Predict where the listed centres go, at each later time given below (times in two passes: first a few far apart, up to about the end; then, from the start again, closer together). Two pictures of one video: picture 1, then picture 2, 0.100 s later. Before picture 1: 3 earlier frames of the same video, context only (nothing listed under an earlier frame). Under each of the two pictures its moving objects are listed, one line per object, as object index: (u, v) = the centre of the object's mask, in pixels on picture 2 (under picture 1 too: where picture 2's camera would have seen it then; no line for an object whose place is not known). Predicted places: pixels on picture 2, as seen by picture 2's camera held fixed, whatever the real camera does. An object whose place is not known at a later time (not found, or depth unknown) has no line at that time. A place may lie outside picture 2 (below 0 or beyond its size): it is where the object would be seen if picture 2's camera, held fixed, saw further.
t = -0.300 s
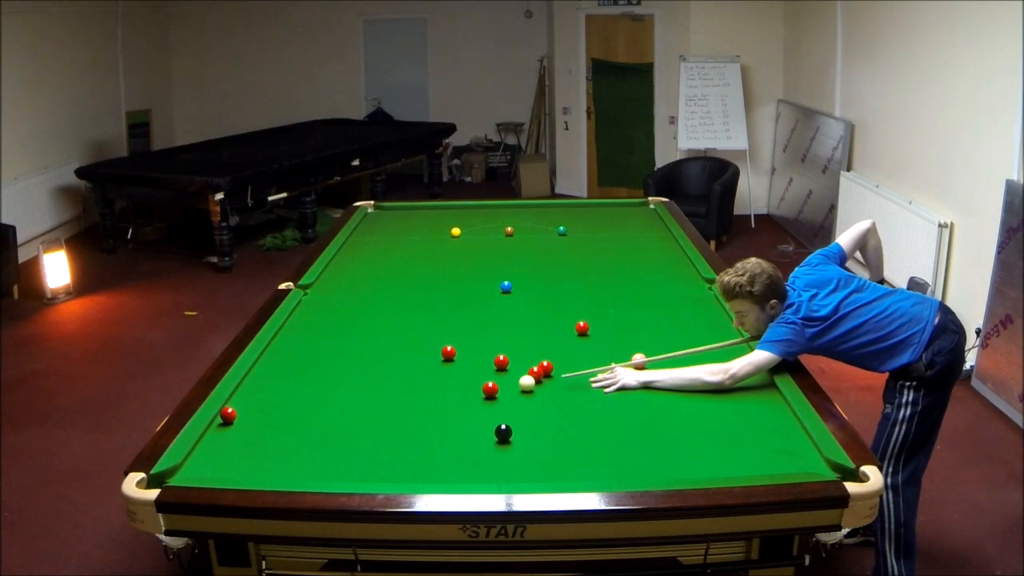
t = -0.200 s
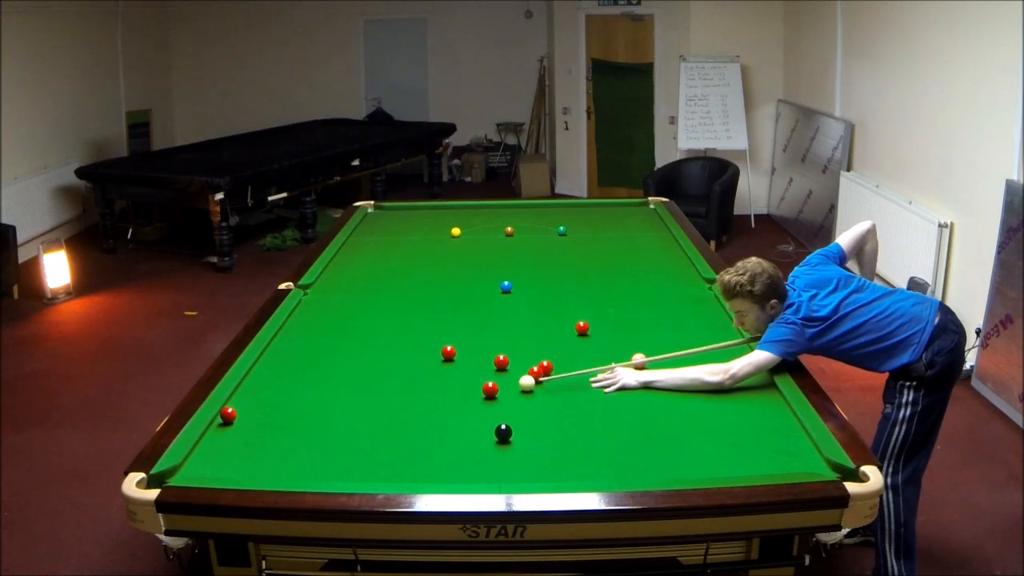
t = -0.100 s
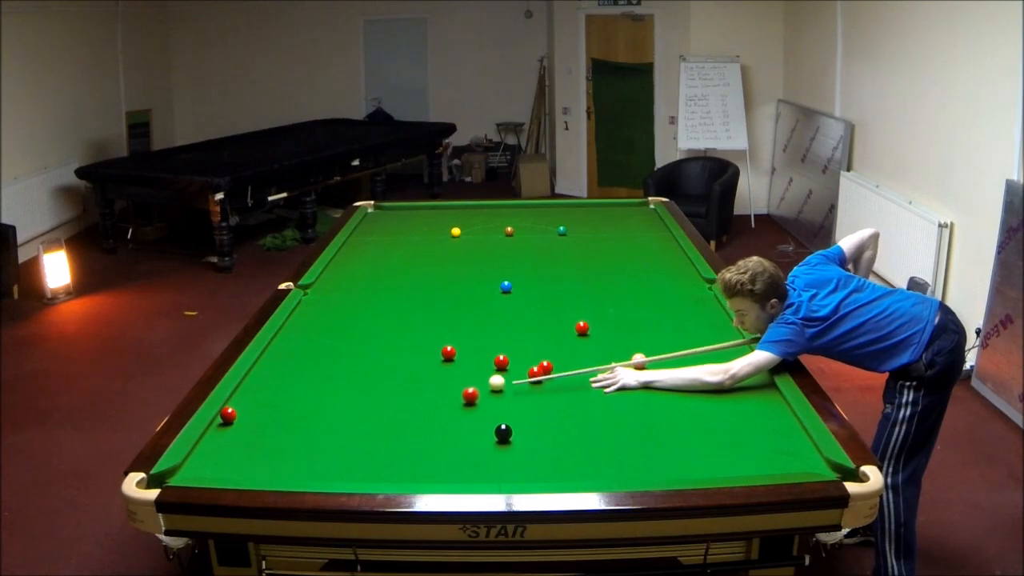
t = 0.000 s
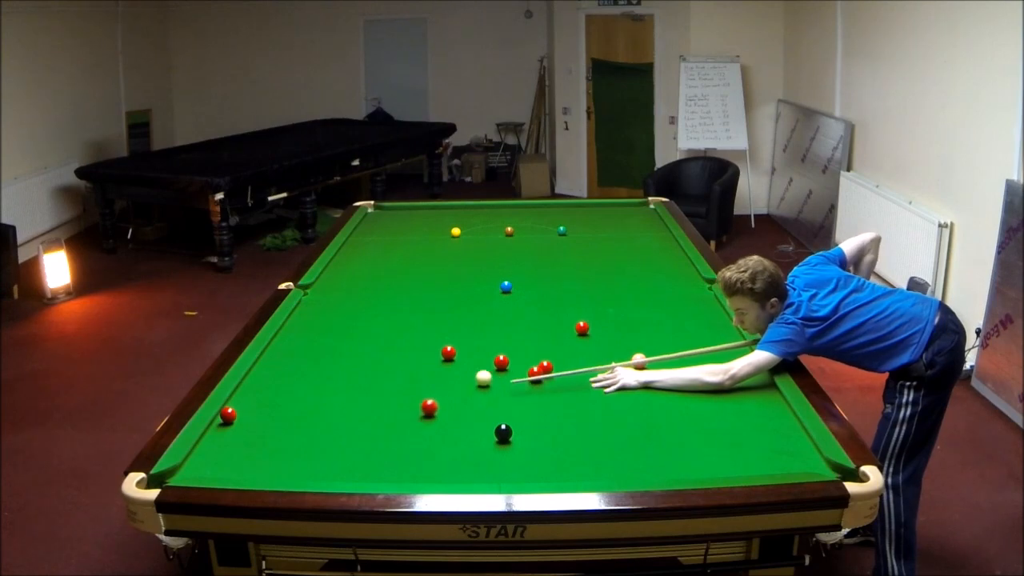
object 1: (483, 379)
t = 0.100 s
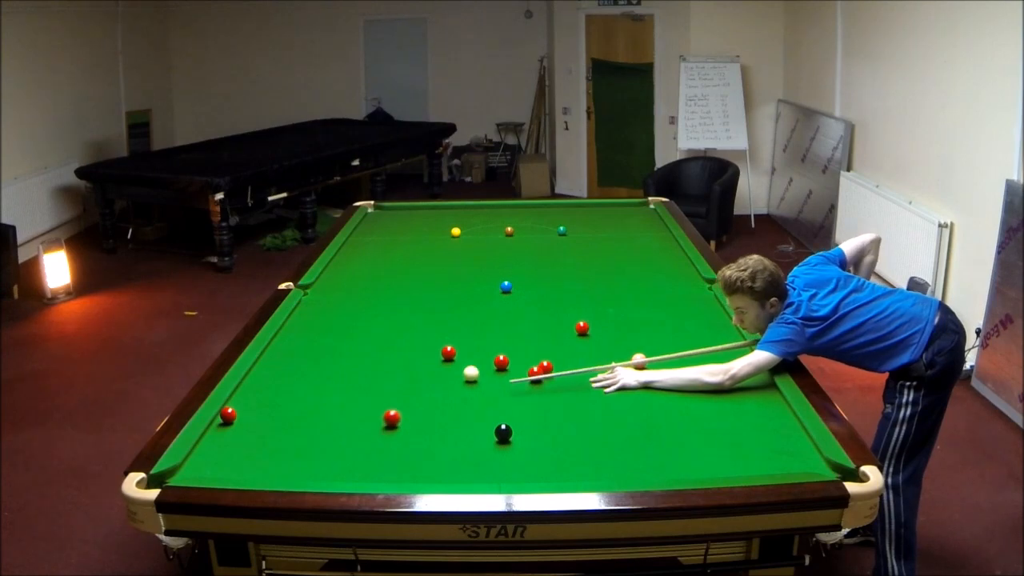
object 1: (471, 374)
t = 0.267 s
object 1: (451, 367)
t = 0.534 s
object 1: (420, 356)
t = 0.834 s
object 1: (390, 346)
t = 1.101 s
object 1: (366, 338)
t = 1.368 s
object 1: (345, 330)
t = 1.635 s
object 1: (325, 323)
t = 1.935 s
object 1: (305, 316)
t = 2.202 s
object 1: (303, 311)
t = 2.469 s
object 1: (318, 306)
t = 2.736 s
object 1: (331, 302)
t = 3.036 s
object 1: (345, 298)
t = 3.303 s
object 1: (356, 295)
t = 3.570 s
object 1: (365, 292)
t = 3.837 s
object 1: (374, 290)
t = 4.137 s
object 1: (382, 288)
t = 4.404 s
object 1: (388, 286)
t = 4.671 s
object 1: (393, 284)
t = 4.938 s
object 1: (397, 283)
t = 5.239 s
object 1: (401, 282)
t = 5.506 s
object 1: (403, 281)
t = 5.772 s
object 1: (404, 281)
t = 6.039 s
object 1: (405, 281)
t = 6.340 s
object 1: (405, 281)
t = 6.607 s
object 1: (405, 281)
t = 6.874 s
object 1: (405, 281)
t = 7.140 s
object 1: (405, 281)
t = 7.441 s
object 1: (405, 281)
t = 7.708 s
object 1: (405, 281)
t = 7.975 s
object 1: (405, 281)
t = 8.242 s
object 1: (405, 281)
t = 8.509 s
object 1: (405, 281)
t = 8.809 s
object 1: (405, 281)
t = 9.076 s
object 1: (405, 281)
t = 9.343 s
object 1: (405, 281)
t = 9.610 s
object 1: (405, 281)
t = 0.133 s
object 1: (467, 373)
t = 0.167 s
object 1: (463, 371)
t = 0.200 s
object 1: (459, 370)
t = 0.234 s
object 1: (455, 368)
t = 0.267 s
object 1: (451, 367)
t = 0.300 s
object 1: (447, 366)
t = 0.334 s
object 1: (443, 364)
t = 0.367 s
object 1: (439, 363)
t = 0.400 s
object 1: (434, 361)
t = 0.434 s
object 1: (430, 360)
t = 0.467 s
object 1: (427, 358)
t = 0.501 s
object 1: (423, 357)
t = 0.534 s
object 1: (420, 356)
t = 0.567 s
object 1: (417, 355)
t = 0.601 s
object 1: (413, 354)
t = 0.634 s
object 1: (410, 352)
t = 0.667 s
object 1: (406, 351)
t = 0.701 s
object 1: (403, 350)
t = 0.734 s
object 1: (400, 349)
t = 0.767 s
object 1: (397, 348)
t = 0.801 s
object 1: (393, 347)
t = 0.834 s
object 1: (390, 346)
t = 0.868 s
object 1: (387, 345)
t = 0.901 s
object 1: (384, 343)
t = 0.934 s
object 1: (381, 342)
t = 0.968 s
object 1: (378, 342)
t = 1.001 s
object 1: (375, 341)
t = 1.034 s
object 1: (372, 339)
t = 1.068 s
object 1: (369, 339)
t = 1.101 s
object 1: (366, 338)
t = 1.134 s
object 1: (364, 336)
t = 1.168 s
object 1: (361, 335)
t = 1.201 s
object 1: (358, 334)
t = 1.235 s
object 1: (355, 333)
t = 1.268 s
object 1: (353, 333)
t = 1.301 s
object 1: (350, 332)
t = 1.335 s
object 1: (347, 331)
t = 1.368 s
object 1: (345, 330)
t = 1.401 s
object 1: (342, 329)
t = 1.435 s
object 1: (340, 328)
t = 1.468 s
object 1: (337, 327)
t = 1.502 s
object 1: (335, 327)
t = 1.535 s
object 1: (332, 326)
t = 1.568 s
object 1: (330, 325)
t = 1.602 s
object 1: (327, 324)
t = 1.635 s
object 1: (325, 323)
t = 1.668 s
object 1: (323, 322)
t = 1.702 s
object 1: (320, 322)
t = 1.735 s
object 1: (318, 321)
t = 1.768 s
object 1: (316, 320)
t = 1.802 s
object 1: (314, 319)
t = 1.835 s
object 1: (311, 318)
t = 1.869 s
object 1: (309, 318)
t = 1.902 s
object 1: (307, 317)
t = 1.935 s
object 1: (305, 316)
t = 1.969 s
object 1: (303, 315)
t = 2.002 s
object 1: (301, 315)
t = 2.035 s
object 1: (299, 314)
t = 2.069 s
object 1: (297, 313)
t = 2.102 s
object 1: (297, 313)
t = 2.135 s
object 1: (299, 312)
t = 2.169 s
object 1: (301, 311)
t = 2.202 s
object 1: (303, 311)
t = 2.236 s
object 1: (305, 310)
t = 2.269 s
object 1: (307, 310)
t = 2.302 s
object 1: (309, 309)
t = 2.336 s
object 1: (311, 308)
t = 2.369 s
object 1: (313, 308)
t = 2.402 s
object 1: (314, 307)
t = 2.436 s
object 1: (316, 307)
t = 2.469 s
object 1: (318, 306)
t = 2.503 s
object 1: (320, 306)
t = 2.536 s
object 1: (321, 305)
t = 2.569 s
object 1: (323, 305)
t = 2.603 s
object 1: (325, 304)
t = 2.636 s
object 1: (326, 304)
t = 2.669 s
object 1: (328, 303)
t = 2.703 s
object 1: (330, 303)
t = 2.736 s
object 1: (331, 302)
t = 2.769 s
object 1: (333, 302)
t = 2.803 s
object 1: (334, 301)
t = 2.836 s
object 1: (336, 301)
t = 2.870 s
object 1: (338, 300)
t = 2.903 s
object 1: (339, 300)
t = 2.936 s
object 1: (341, 300)
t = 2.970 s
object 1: (342, 299)
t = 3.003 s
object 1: (343, 299)
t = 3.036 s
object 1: (345, 298)
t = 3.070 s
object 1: (346, 298)
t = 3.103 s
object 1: (348, 297)
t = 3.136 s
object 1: (349, 297)
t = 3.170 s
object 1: (351, 297)
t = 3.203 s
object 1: (352, 296)
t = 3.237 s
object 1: (353, 296)
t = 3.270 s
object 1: (354, 296)
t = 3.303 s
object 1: (356, 295)
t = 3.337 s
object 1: (357, 294)
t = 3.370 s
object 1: (358, 294)
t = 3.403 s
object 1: (359, 294)
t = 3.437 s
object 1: (361, 294)
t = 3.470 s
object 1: (362, 293)
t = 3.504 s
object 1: (363, 293)
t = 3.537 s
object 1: (364, 293)
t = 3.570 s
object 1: (365, 292)
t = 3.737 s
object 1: (371, 288)
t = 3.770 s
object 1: (372, 290)
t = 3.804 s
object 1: (373, 290)
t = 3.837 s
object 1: (374, 290)
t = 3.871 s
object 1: (375, 290)
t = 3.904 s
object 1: (376, 289)
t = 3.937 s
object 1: (377, 289)
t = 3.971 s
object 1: (378, 289)
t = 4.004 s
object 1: (379, 288)
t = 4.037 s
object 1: (380, 288)
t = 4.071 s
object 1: (380, 288)
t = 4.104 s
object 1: (381, 288)
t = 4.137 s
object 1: (382, 288)
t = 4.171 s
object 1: (383, 287)
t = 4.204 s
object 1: (384, 287)
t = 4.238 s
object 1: (384, 287)
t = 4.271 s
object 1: (385, 287)
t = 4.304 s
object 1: (386, 286)
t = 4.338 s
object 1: (387, 286)
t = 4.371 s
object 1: (387, 286)
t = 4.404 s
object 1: (388, 286)
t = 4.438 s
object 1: (389, 285)
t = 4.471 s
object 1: (390, 285)
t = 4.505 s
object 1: (390, 285)
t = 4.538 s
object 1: (391, 285)
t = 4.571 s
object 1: (391, 285)
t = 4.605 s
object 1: (392, 285)
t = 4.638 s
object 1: (393, 284)
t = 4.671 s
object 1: (393, 284)
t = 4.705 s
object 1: (394, 284)
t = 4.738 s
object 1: (395, 284)
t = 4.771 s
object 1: (395, 284)
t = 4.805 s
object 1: (395, 284)
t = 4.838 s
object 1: (396, 283)
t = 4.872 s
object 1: (397, 283)
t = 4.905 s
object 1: (397, 283)
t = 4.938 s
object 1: (397, 283)
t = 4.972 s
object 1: (398, 283)
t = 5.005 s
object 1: (398, 283)
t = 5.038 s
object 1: (399, 283)
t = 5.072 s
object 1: (399, 282)
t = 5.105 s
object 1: (400, 282)
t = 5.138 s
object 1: (400, 282)
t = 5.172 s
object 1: (400, 282)
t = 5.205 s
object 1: (401, 282)
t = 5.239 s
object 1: (401, 282)
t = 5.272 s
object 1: (401, 282)
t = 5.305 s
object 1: (402, 282)
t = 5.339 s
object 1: (402, 282)
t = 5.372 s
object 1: (402, 282)
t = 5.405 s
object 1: (403, 281)
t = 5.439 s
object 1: (403, 281)
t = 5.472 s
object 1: (403, 281)
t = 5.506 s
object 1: (403, 281)
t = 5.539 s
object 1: (403, 281)
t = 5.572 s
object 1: (404, 281)
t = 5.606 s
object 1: (404, 281)
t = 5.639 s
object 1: (404, 281)
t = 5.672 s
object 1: (404, 281)
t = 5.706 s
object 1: (404, 281)
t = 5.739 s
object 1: (404, 281)
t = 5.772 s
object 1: (404, 281)
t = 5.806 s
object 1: (405, 281)
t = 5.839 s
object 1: (405, 281)
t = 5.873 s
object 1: (405, 281)
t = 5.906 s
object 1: (405, 281)
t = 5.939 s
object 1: (405, 281)
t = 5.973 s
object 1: (405, 281)
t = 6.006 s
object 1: (405, 281)
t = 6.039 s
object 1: (405, 281)
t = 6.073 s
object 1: (405, 281)
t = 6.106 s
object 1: (405, 281)
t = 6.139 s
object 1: (405, 281)
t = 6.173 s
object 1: (405, 281)
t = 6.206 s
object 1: (405, 281)
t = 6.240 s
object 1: (405, 281)
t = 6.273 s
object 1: (405, 281)
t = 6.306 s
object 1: (405, 281)
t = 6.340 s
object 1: (405, 281)
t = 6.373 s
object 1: (405, 281)
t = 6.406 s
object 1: (405, 281)
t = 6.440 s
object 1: (405, 281)
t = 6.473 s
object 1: (405, 281)
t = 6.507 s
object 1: (405, 281)
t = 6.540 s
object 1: (405, 281)
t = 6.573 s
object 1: (405, 281)
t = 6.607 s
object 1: (405, 281)
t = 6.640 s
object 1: (405, 281)
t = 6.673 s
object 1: (405, 281)
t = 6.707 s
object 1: (405, 281)
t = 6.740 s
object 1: (405, 281)
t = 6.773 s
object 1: (405, 281)
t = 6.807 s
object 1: (405, 281)
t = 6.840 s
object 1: (405, 281)
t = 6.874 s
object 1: (405, 281)
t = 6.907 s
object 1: (405, 281)
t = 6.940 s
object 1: (405, 281)
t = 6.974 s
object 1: (405, 281)
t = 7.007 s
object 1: (405, 281)
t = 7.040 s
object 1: (405, 281)
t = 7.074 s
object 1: (405, 281)
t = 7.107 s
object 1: (405, 281)
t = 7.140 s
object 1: (405, 281)
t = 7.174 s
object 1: (405, 281)
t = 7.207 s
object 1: (405, 281)
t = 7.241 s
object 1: (405, 281)
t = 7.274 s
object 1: (405, 281)
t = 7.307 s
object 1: (405, 281)
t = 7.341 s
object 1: (405, 281)
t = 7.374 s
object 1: (405, 281)
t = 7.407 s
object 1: (405, 281)
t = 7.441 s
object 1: (405, 281)
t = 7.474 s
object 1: (405, 281)
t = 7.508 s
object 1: (405, 281)
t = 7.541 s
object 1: (405, 281)
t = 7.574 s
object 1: (405, 281)
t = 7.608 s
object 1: (405, 281)
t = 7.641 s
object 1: (405, 281)
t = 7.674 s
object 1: (405, 281)
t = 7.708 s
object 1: (405, 281)
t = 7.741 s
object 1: (405, 281)
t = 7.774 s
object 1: (405, 281)
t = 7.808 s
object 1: (405, 281)
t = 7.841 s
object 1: (405, 281)
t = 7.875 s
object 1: (405, 281)
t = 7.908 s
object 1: (405, 281)
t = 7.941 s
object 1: (405, 281)
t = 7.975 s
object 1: (405, 281)
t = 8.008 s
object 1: (405, 281)
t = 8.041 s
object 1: (405, 281)
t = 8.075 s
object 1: (405, 281)
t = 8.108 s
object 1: (405, 281)
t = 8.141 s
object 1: (405, 281)
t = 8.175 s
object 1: (405, 281)
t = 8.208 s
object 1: (405, 281)
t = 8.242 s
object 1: (405, 281)
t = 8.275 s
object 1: (405, 281)
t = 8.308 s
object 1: (405, 281)
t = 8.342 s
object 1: (405, 281)
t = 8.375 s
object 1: (405, 281)
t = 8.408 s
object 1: (405, 281)
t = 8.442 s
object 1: (405, 281)
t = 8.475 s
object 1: (405, 281)
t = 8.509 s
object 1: (405, 281)
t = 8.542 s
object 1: (405, 281)
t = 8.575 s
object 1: (405, 281)
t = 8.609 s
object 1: (405, 281)
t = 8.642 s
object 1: (405, 281)
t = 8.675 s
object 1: (405, 281)
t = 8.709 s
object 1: (405, 281)
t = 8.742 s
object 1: (405, 281)
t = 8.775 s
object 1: (405, 281)
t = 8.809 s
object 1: (405, 281)
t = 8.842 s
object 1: (405, 281)
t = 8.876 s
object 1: (405, 281)
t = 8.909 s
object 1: (405, 281)
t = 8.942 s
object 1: (405, 281)
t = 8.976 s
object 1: (405, 281)
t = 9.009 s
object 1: (405, 281)
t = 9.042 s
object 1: (405, 281)
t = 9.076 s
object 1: (405, 281)
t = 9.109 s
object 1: (405, 281)
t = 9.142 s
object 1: (405, 281)
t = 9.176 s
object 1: (405, 281)
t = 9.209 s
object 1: (405, 281)
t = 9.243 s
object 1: (405, 281)
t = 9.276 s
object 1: (405, 281)
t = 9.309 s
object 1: (405, 281)
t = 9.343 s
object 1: (405, 281)
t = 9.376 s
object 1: (405, 281)
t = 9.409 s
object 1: (405, 281)
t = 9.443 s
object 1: (405, 281)
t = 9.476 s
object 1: (405, 281)
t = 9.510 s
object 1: (405, 281)
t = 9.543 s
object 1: (405, 281)
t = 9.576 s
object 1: (405, 281)
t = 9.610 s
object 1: (405, 281)
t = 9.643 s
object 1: (405, 281)
